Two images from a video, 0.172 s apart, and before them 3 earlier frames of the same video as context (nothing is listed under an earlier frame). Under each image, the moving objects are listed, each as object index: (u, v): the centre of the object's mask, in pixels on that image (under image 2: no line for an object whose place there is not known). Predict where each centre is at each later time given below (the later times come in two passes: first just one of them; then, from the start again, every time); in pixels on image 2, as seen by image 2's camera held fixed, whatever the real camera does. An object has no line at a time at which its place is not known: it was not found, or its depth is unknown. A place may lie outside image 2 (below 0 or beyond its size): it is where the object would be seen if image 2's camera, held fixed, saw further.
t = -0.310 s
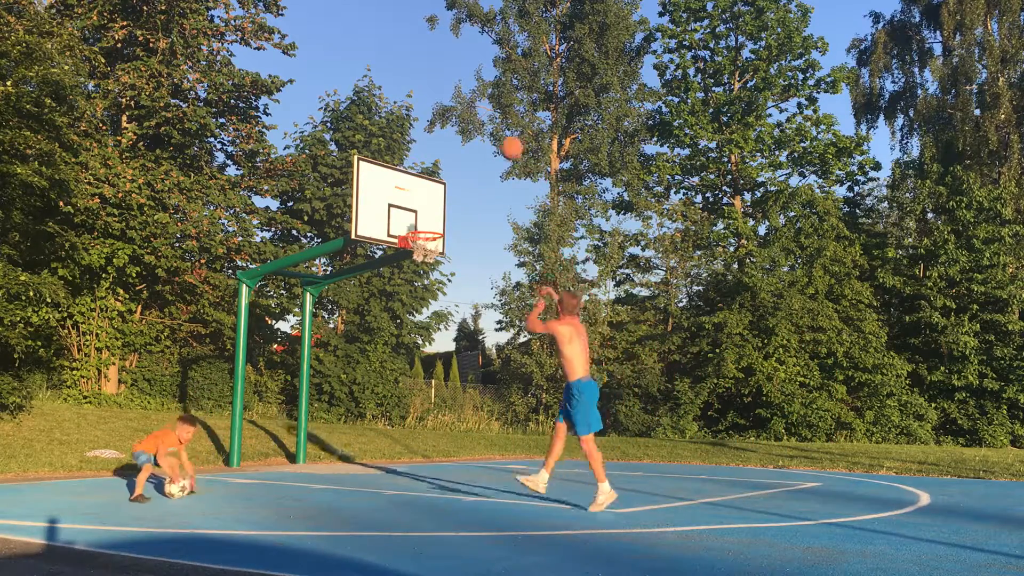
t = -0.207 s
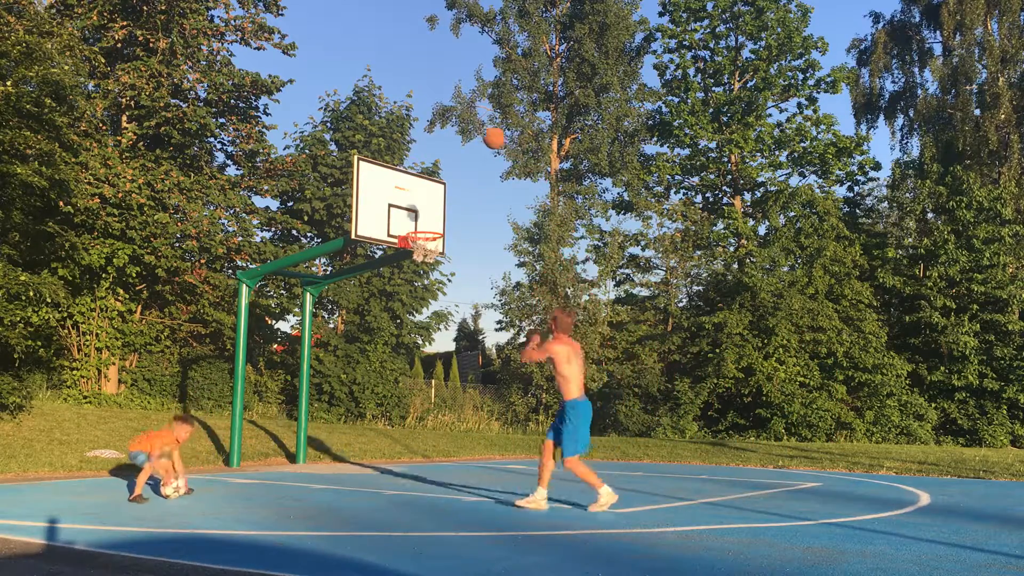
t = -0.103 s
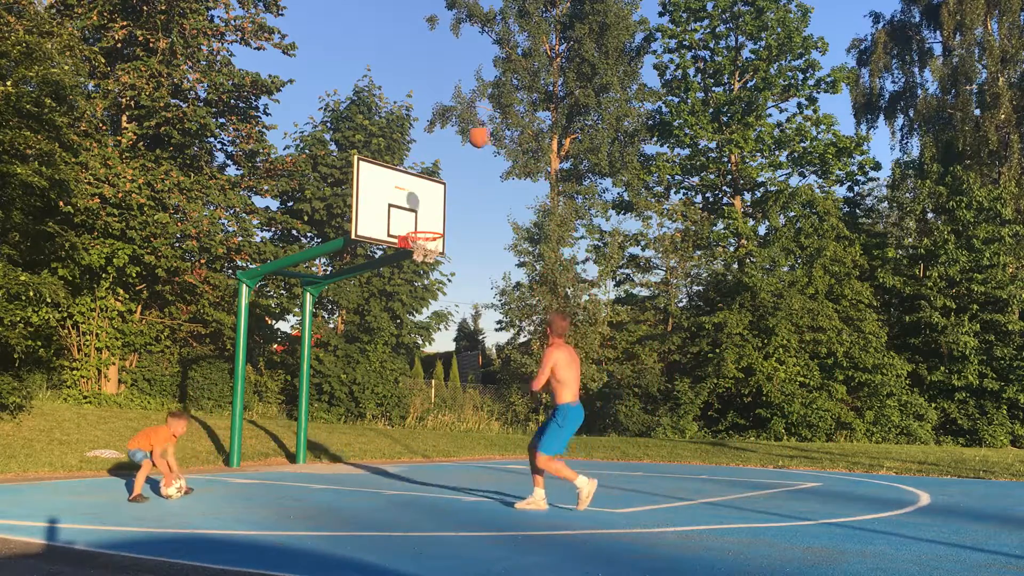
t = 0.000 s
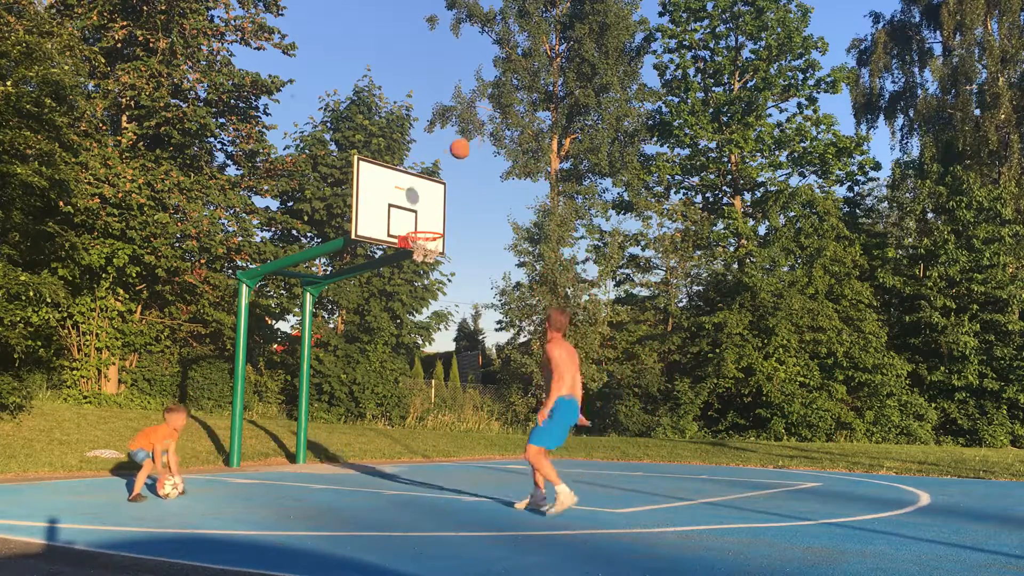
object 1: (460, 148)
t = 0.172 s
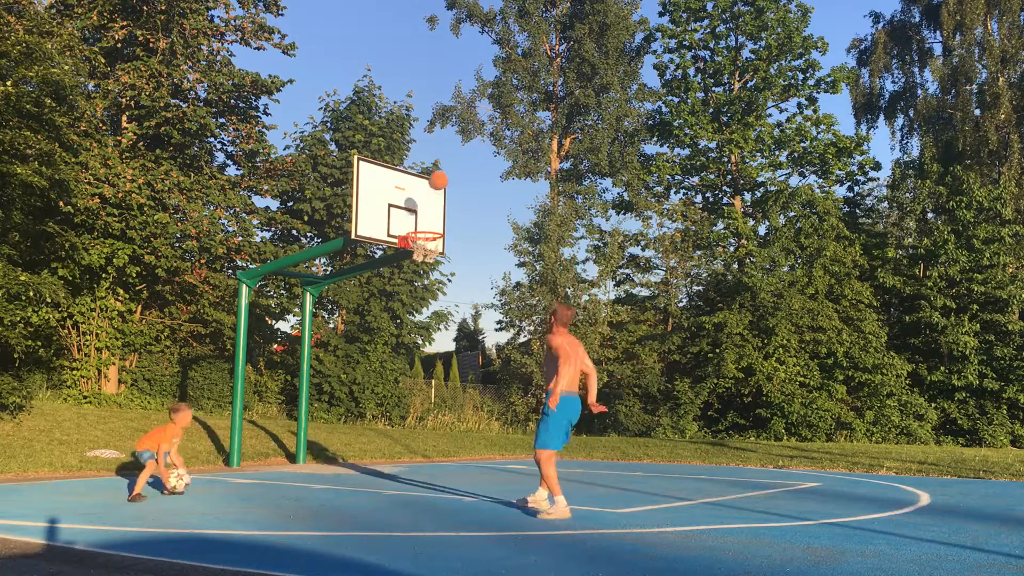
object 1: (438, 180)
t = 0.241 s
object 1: (429, 198)
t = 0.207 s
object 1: (434, 188)
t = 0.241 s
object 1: (429, 198)
